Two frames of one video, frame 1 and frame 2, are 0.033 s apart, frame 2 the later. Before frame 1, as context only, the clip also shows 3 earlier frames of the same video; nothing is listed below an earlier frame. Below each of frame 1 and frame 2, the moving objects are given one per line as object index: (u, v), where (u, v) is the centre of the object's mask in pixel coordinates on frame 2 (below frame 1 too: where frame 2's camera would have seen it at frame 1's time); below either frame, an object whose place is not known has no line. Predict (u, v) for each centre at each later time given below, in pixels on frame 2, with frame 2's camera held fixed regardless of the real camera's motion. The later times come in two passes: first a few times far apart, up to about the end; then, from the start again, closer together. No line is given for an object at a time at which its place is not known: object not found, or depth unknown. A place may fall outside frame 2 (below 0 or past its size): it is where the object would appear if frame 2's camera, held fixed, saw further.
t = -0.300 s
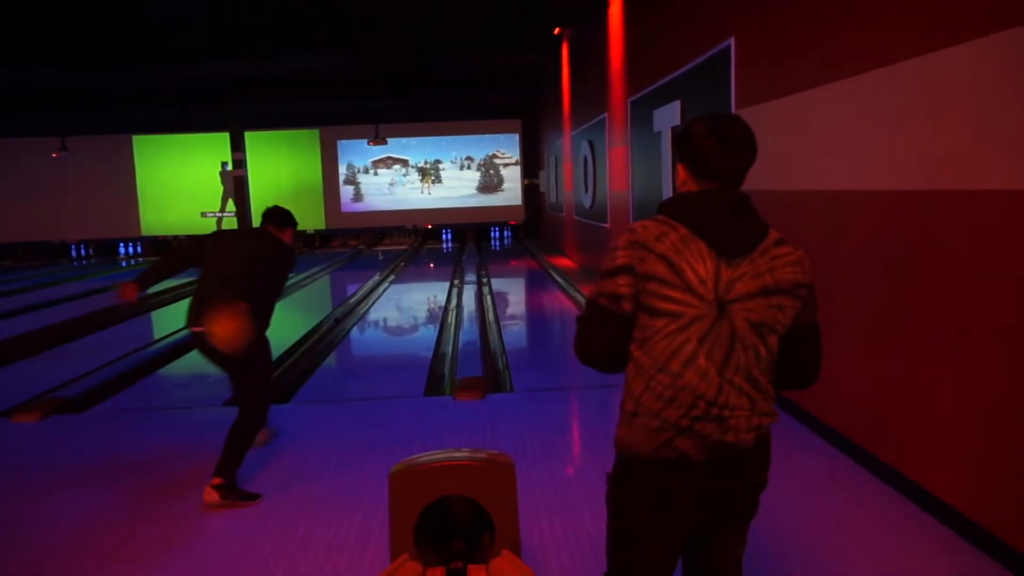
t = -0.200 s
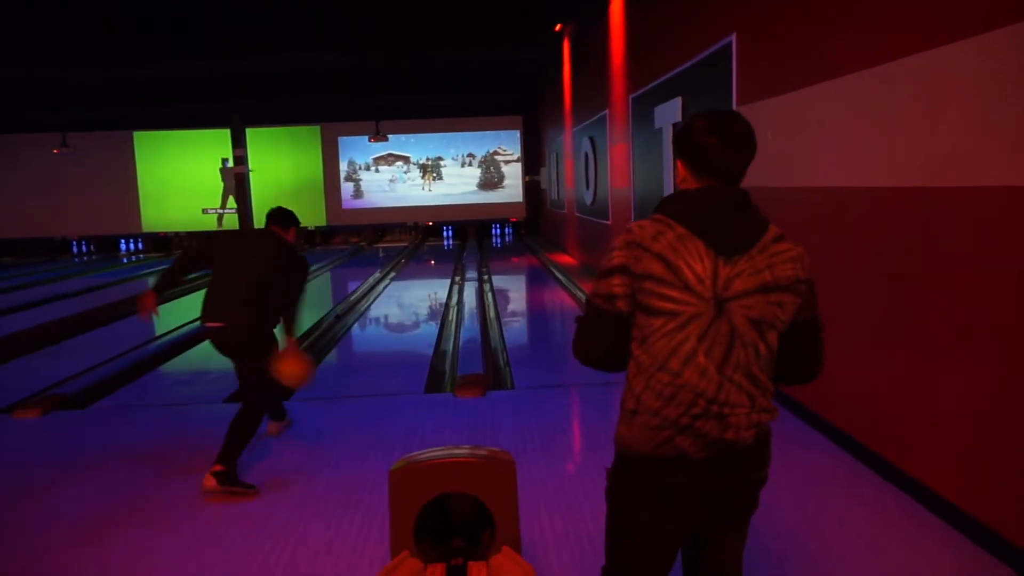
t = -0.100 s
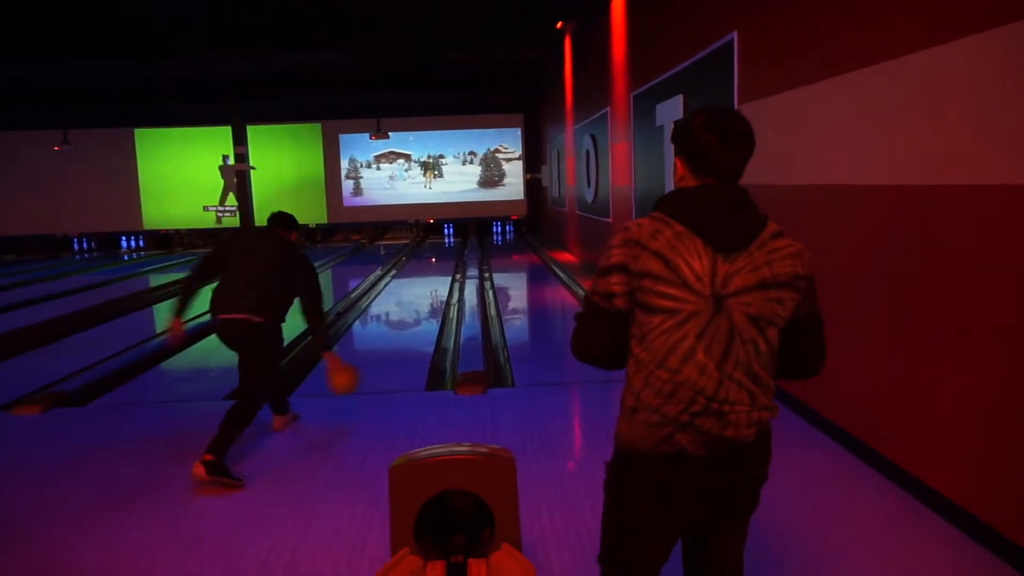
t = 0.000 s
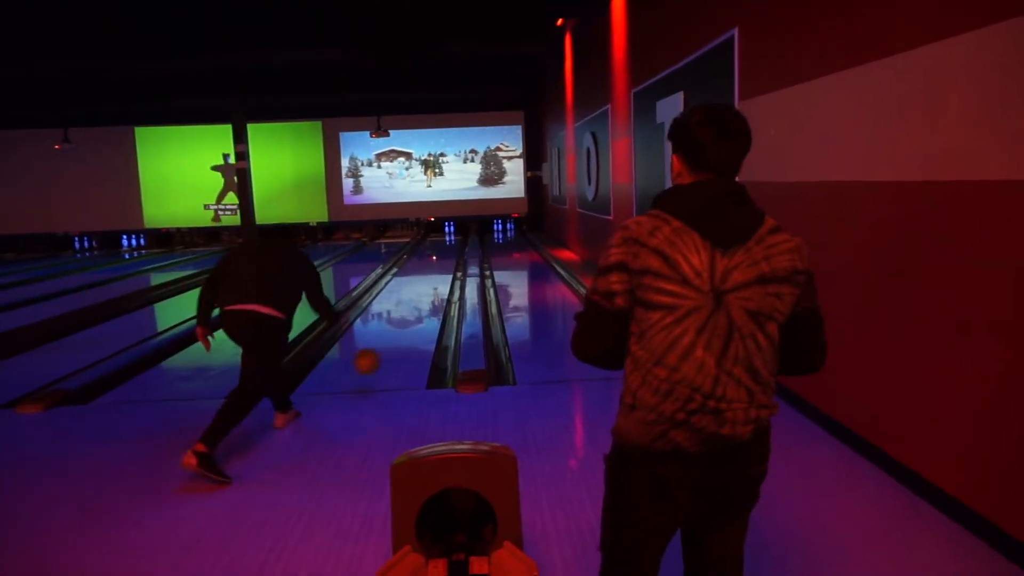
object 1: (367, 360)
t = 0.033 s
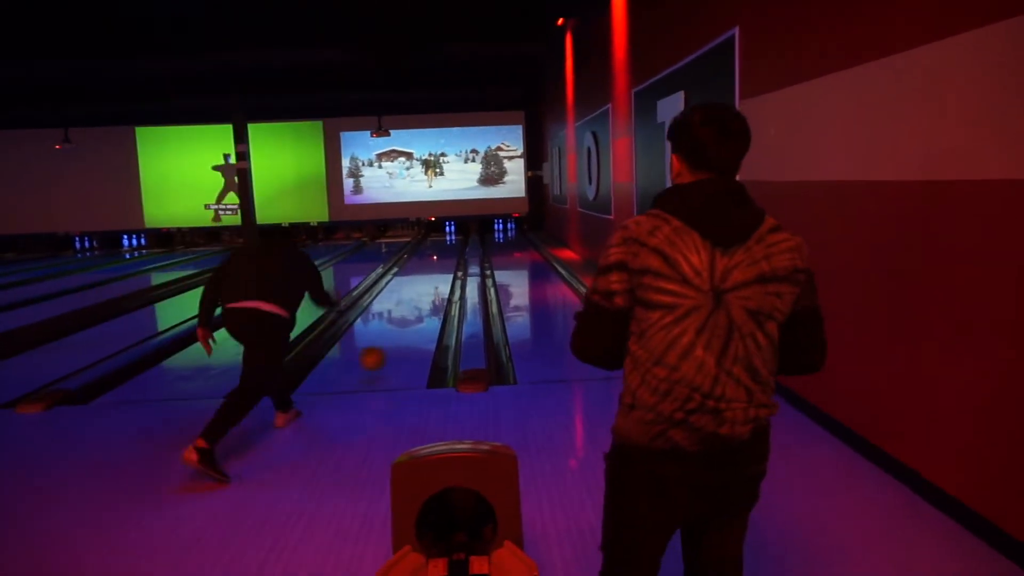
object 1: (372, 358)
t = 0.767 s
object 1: (425, 274)
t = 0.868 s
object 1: (428, 268)
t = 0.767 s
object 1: (425, 274)
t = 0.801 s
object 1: (426, 272)
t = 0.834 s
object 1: (427, 270)
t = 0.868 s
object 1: (428, 268)
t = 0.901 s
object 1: (428, 267)
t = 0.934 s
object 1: (430, 264)
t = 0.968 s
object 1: (431, 264)
